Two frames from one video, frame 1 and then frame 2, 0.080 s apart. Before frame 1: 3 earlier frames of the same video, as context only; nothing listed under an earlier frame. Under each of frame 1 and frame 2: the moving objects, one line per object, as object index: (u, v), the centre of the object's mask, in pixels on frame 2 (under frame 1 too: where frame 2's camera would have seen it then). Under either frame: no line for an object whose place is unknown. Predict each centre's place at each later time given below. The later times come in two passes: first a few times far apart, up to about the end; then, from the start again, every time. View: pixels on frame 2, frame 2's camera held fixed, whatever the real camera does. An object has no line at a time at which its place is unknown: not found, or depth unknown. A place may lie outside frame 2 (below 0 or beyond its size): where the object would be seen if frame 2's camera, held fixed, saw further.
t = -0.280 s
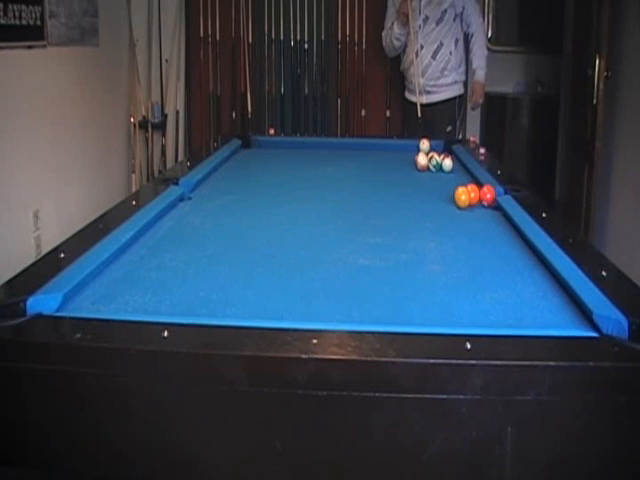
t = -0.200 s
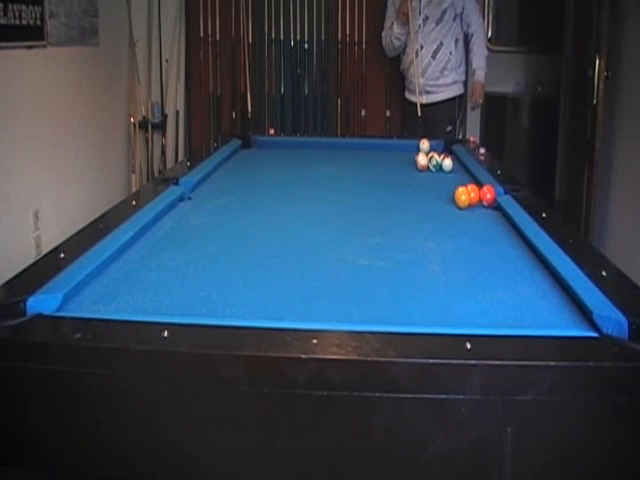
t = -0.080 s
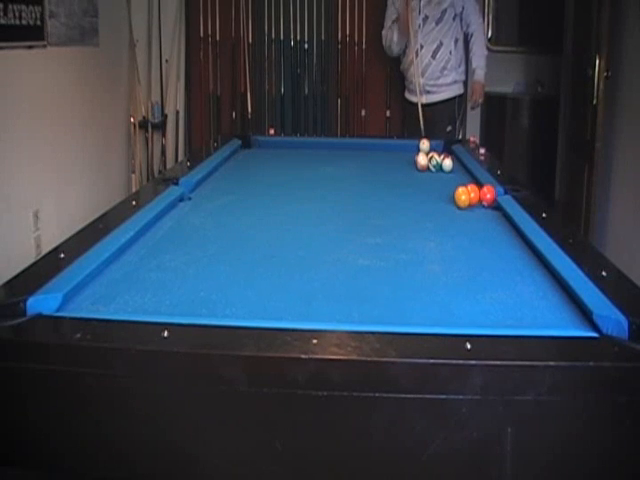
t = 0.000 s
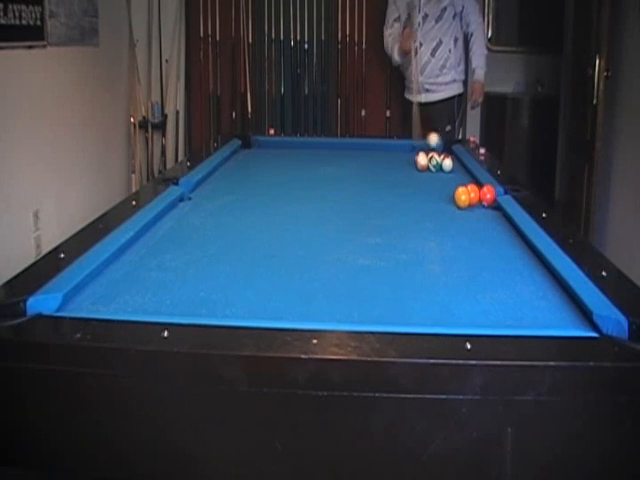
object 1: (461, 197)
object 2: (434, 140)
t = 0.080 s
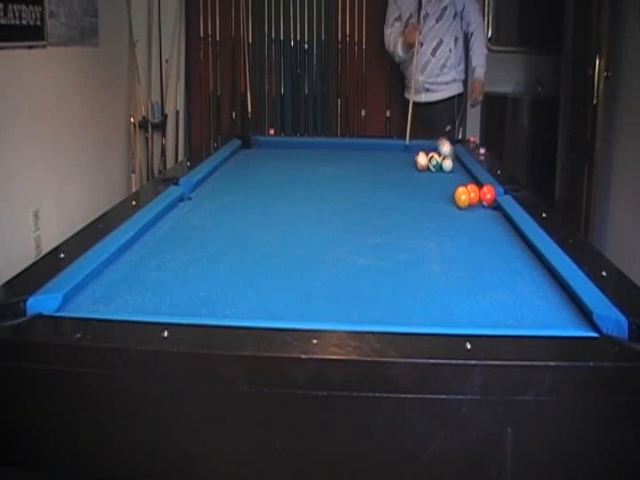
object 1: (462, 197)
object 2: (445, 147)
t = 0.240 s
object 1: (460, 197)
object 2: (479, 178)
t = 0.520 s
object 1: (361, 225)
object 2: (559, 200)
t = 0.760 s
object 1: (263, 254)
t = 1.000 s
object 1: (135, 290)
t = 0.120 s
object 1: (461, 197)
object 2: (451, 161)
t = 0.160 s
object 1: (461, 197)
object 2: (460, 175)
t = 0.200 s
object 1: (461, 197)
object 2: (467, 176)
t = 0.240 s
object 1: (460, 197)
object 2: (479, 178)
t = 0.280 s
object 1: (446, 201)
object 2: (490, 175)
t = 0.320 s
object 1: (432, 205)
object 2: (503, 171)
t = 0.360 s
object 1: (418, 209)
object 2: (515, 173)
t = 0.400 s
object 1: (403, 213)
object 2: (526, 178)
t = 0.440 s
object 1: (390, 217)
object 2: (538, 179)
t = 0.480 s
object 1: (375, 221)
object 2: (549, 187)
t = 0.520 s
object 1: (361, 225)
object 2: (559, 200)
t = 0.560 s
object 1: (347, 230)
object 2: (569, 215)
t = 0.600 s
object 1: (331, 234)
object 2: (577, 228)
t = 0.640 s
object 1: (316, 239)
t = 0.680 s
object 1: (299, 244)
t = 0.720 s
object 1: (282, 248)
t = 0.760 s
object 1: (263, 254)
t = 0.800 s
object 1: (245, 259)
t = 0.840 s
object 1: (225, 265)
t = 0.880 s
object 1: (204, 271)
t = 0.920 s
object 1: (182, 277)
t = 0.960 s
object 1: (158, 284)
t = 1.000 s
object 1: (135, 290)
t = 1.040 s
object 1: (110, 296)
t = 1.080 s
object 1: (85, 300)
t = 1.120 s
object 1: (58, 305)
